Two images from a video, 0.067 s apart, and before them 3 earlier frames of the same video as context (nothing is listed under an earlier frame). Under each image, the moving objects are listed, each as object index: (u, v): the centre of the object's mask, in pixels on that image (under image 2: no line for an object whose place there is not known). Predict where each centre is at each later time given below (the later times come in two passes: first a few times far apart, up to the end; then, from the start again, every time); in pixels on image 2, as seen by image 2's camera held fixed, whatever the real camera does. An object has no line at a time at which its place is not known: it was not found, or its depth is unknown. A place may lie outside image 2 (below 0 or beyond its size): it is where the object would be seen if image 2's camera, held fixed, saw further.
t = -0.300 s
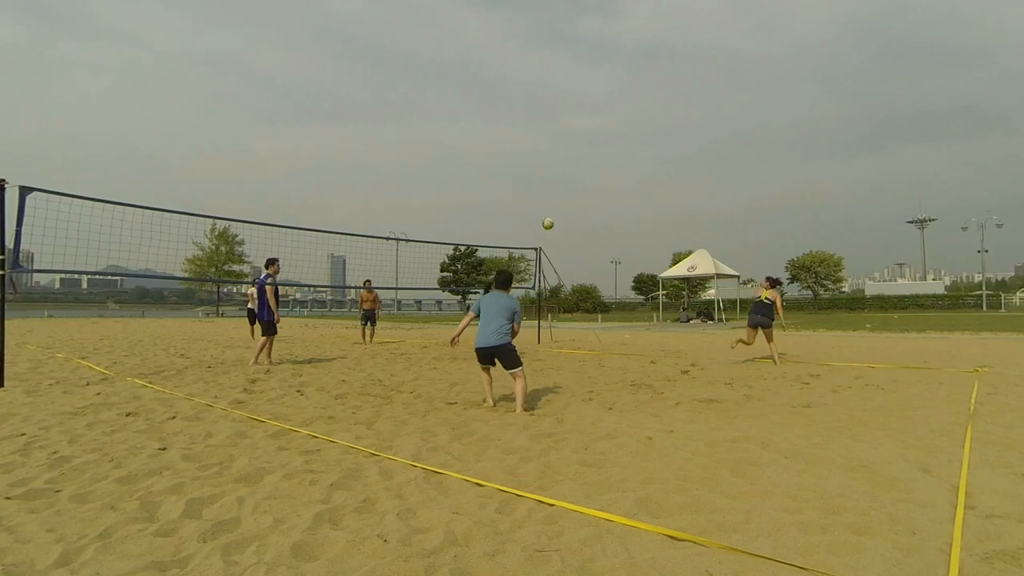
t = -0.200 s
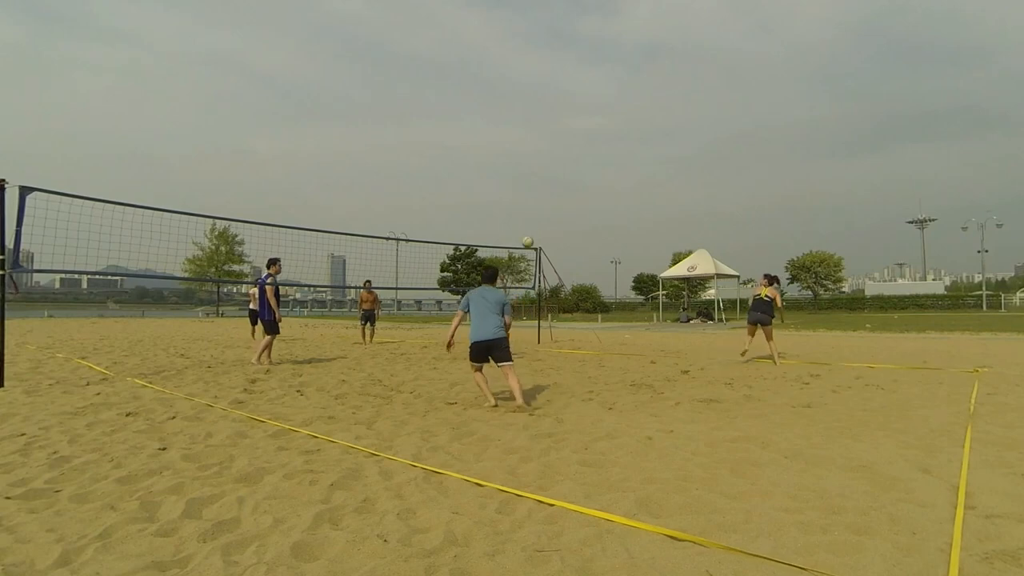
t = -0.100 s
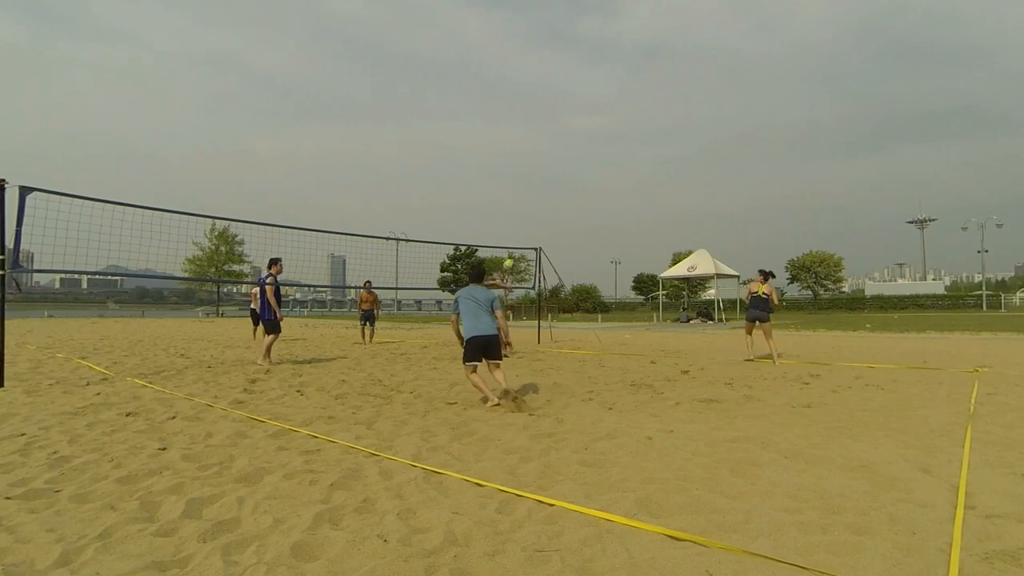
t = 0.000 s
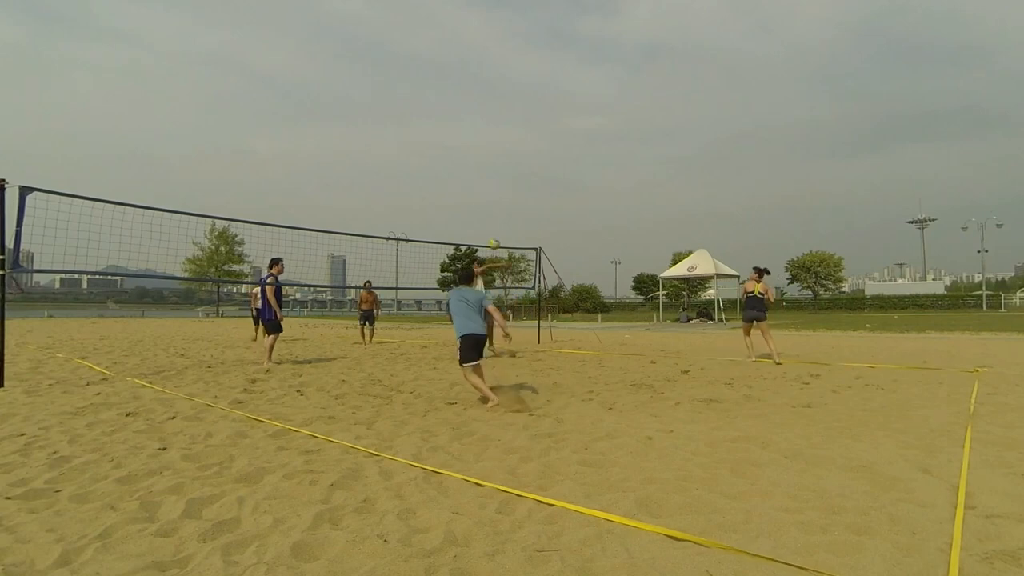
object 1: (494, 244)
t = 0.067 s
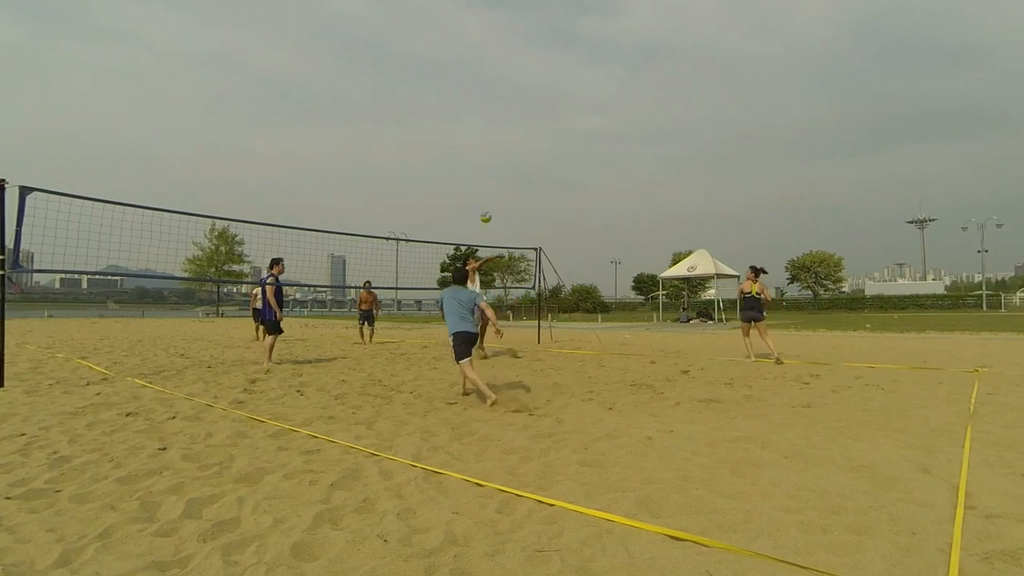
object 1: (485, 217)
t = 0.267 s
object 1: (461, 148)
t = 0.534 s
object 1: (430, 87)
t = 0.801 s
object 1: (402, 63)
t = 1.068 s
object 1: (379, 78)
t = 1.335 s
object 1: (360, 133)
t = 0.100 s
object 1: (481, 205)
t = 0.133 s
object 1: (477, 192)
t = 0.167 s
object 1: (473, 180)
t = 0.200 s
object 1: (469, 169)
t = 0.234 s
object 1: (465, 159)
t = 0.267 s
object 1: (461, 148)
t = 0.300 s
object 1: (457, 139)
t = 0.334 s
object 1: (453, 129)
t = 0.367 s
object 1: (449, 121)
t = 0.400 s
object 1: (445, 113)
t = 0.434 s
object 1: (441, 106)
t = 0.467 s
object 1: (437, 99)
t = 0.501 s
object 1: (433, 93)
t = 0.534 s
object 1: (430, 87)
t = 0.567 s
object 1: (426, 82)
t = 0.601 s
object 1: (422, 77)
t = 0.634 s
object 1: (419, 73)
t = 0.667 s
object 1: (415, 70)
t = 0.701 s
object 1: (412, 67)
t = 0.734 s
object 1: (408, 65)
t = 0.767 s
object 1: (405, 63)
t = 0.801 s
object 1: (402, 63)
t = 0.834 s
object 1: (398, 63)
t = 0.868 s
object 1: (396, 63)
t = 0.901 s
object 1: (393, 64)
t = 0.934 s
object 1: (390, 66)
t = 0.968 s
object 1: (387, 68)
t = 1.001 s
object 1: (384, 70)
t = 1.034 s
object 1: (382, 74)
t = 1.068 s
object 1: (379, 78)
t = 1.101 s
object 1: (376, 82)
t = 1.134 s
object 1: (374, 87)
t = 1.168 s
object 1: (371, 93)
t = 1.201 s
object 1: (368, 100)
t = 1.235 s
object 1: (366, 108)
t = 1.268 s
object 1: (364, 116)
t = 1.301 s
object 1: (362, 124)
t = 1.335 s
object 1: (360, 133)
